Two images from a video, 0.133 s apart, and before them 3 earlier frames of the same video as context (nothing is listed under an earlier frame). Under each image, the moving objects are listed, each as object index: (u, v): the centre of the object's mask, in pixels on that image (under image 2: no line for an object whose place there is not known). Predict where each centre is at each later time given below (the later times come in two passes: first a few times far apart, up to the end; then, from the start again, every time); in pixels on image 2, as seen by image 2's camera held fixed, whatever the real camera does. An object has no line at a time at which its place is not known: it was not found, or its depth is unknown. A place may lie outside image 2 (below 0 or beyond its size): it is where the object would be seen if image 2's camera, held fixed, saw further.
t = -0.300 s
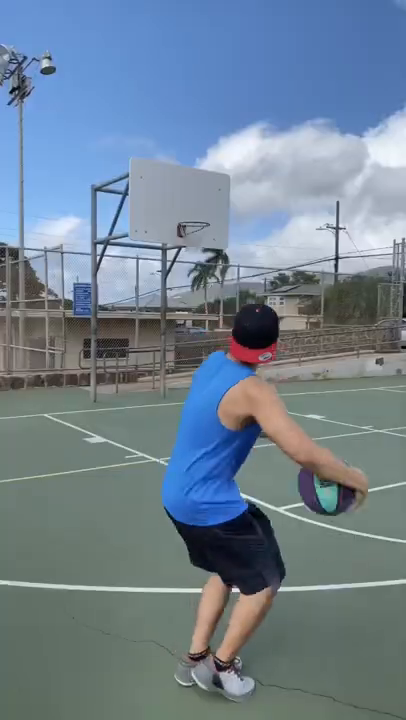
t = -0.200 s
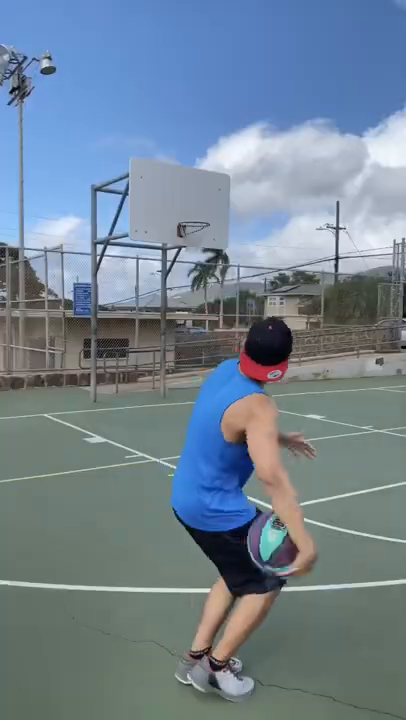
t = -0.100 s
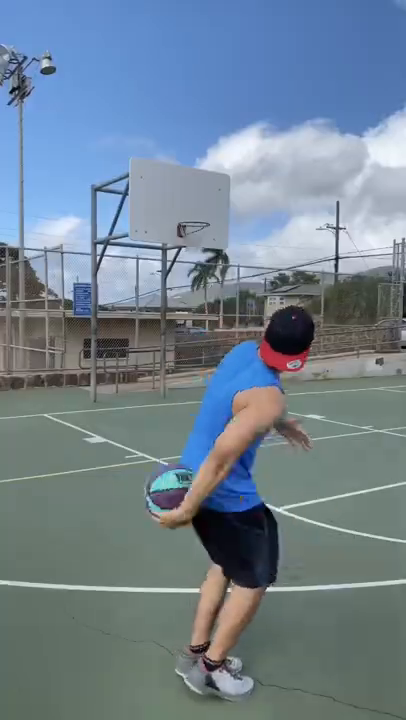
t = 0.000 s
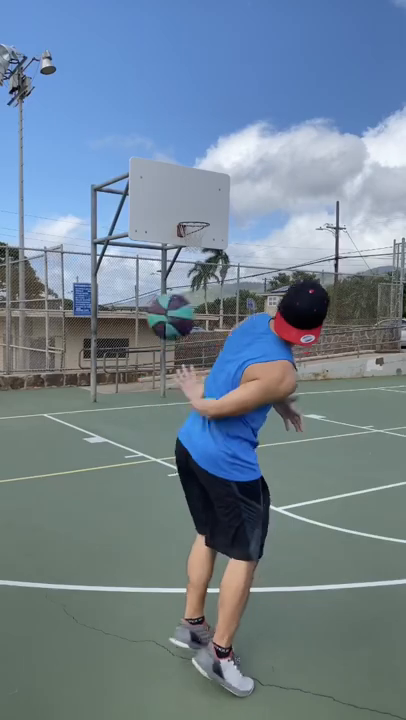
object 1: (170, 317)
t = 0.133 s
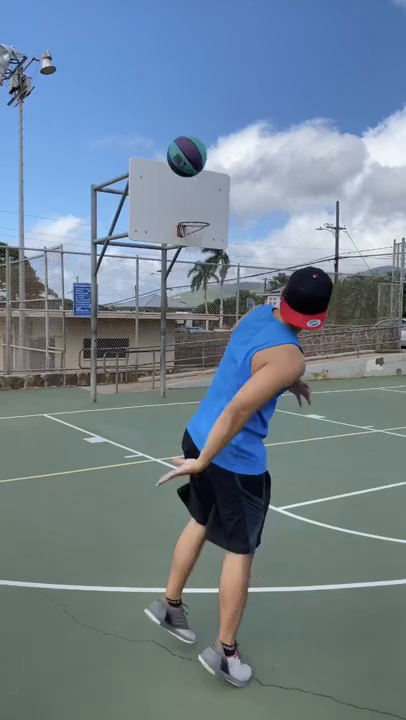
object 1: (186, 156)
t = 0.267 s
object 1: (196, 72)
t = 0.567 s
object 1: (202, 27)
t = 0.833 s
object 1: (200, 71)
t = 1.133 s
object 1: (196, 162)
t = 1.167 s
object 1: (196, 174)
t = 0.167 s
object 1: (189, 129)
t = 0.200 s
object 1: (192, 107)
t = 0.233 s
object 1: (194, 88)
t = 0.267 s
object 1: (196, 72)
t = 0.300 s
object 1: (197, 59)
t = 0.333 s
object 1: (198, 48)
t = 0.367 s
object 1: (199, 40)
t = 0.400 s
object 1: (199, 34)
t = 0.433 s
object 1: (200, 29)
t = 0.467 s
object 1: (200, 27)
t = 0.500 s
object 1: (201, 26)
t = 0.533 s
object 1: (201, 26)
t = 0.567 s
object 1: (202, 27)
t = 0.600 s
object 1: (201, 29)
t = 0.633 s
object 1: (201, 32)
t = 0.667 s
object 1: (200, 38)
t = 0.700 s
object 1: (200, 43)
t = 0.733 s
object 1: (200, 48)
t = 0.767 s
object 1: (200, 55)
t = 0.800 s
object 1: (200, 63)
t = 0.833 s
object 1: (200, 71)
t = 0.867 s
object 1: (199, 78)
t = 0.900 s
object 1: (199, 87)
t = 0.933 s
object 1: (198, 97)
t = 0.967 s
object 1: (197, 107)
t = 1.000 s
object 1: (198, 117)
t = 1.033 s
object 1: (197, 128)
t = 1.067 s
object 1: (197, 140)
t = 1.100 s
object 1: (197, 151)
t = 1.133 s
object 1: (196, 162)
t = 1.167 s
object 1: (196, 174)
